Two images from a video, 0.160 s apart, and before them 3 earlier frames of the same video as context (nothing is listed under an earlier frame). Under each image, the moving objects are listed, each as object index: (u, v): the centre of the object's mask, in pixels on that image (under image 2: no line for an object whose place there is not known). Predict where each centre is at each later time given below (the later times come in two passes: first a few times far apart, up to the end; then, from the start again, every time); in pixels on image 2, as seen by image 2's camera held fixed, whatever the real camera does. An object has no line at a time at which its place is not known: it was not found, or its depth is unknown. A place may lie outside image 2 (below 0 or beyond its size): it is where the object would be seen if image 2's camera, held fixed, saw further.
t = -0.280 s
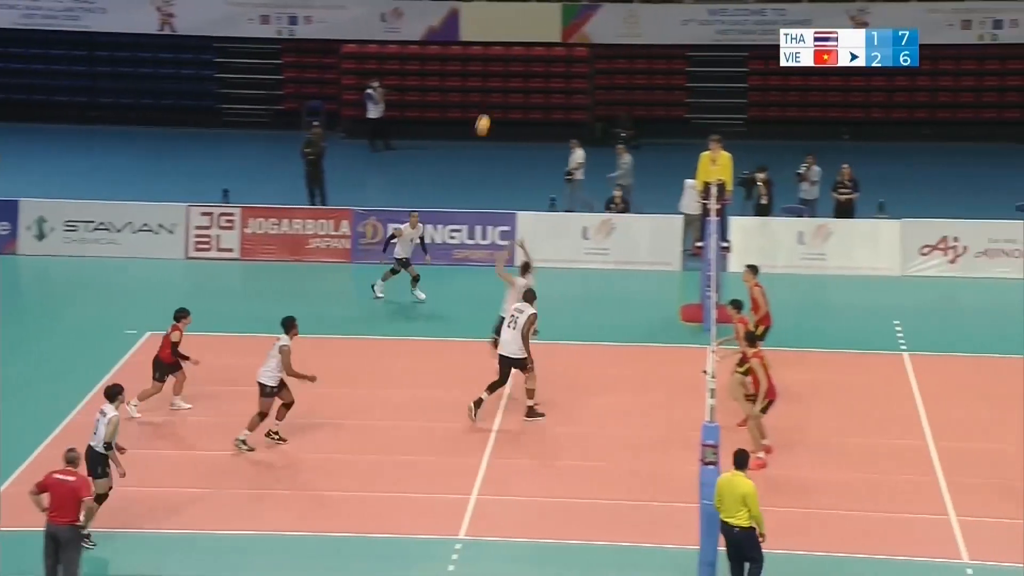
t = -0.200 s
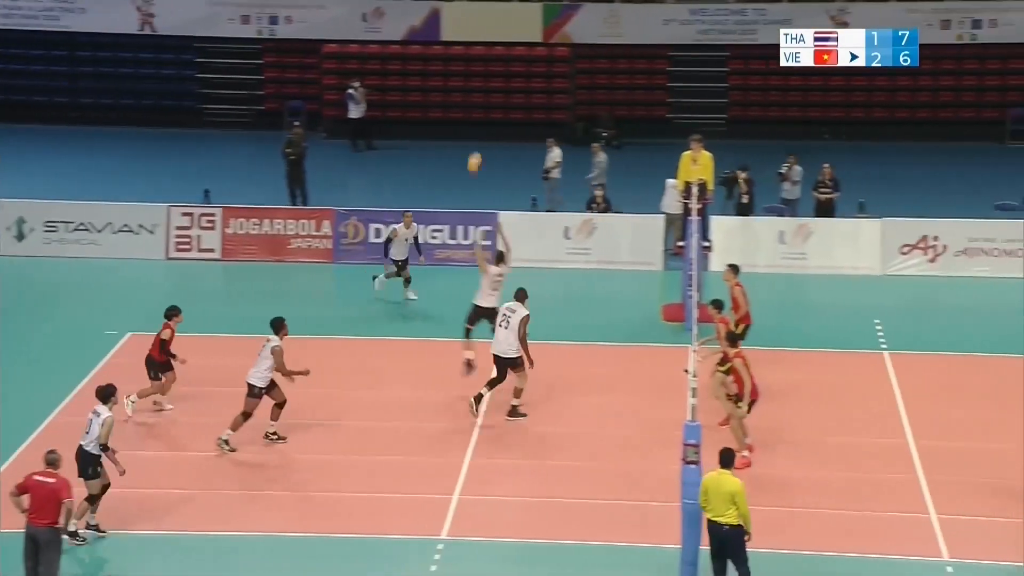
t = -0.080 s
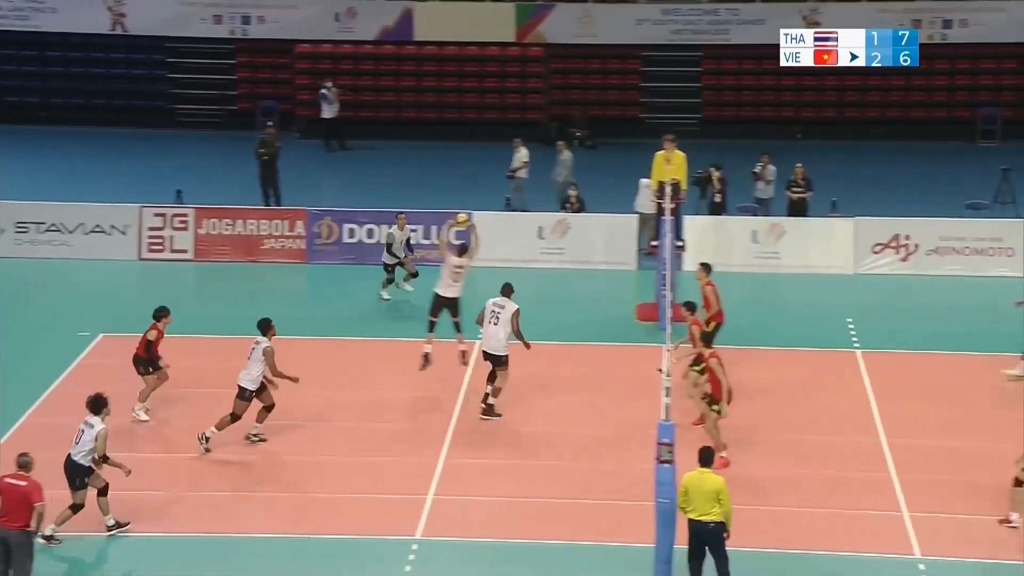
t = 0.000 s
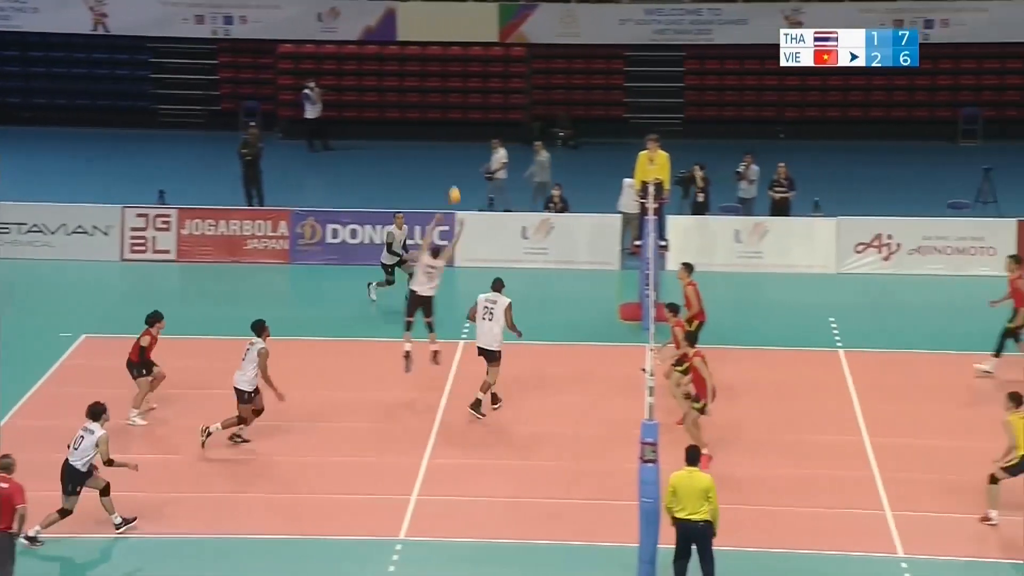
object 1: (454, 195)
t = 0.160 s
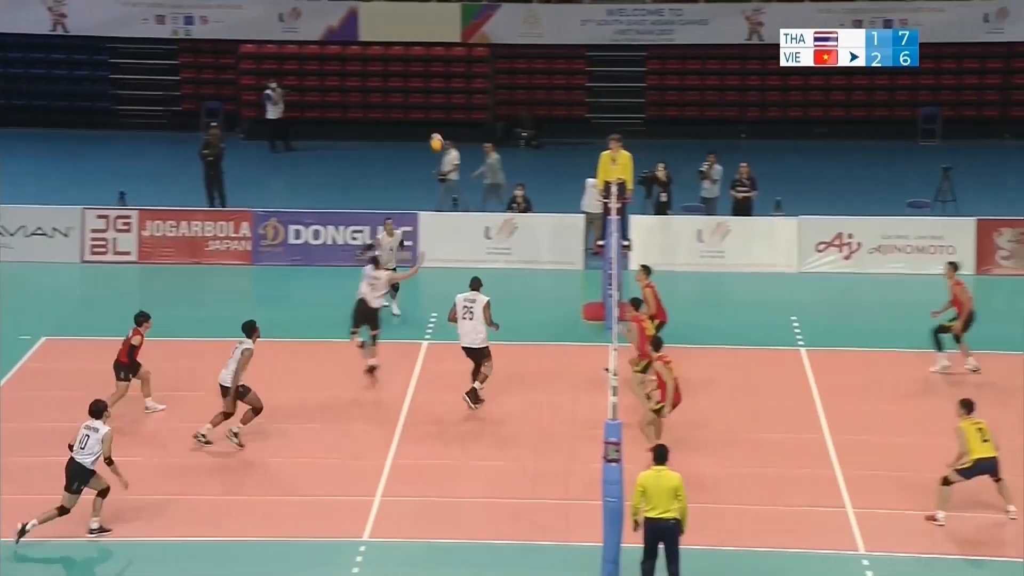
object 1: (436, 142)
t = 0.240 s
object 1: (445, 122)
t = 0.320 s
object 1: (453, 107)
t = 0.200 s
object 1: (441, 132)
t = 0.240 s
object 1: (445, 122)
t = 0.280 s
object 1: (449, 114)
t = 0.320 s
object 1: (453, 107)
